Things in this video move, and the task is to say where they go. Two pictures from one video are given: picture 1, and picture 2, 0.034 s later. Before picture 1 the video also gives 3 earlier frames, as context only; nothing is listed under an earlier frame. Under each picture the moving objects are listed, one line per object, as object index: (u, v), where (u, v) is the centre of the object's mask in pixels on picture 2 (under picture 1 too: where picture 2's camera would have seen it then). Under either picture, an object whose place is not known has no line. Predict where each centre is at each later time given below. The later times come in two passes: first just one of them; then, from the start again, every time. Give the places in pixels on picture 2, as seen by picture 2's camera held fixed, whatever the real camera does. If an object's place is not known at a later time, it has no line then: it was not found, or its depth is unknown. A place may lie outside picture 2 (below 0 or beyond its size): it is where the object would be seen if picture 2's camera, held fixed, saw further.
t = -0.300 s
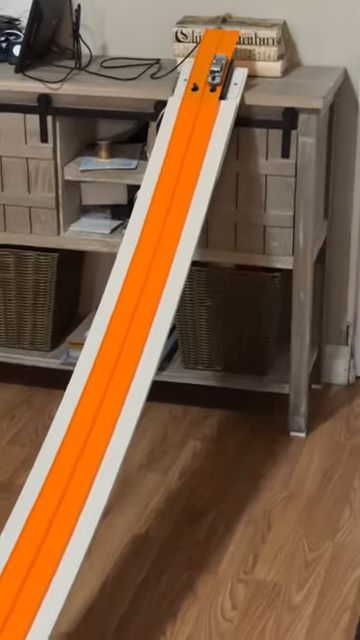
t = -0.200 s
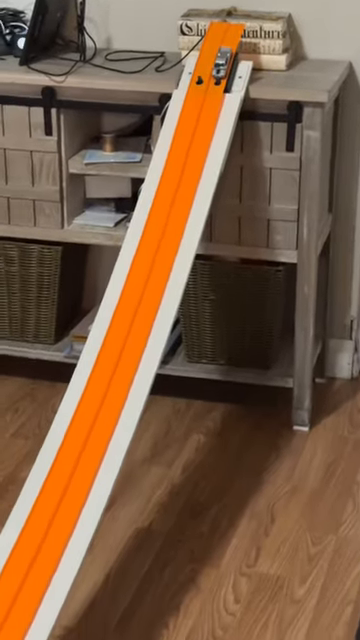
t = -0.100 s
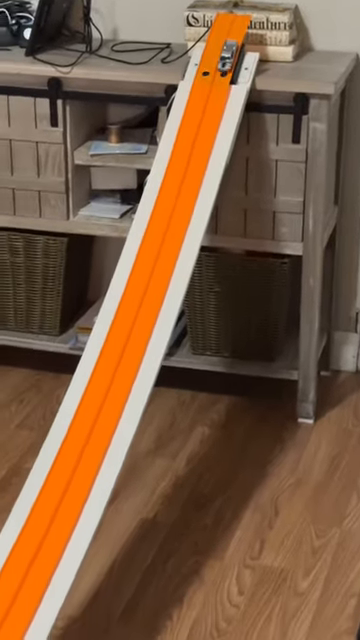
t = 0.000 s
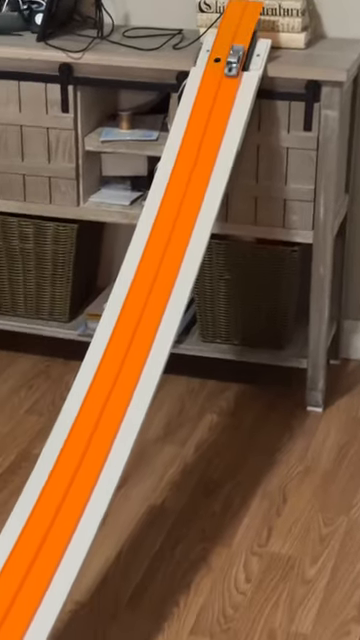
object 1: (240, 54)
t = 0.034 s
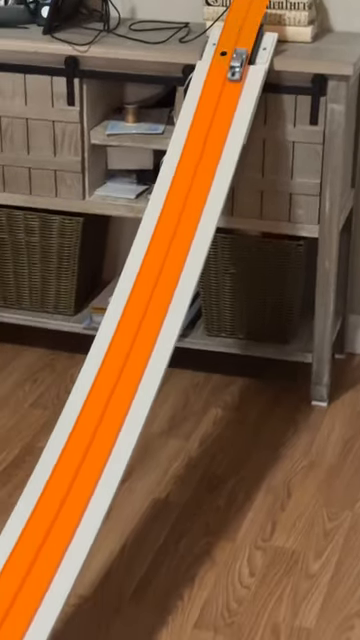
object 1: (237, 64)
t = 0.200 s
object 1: (209, 156)
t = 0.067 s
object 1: (233, 78)
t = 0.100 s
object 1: (228, 94)
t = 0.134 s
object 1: (223, 112)
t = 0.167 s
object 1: (216, 133)
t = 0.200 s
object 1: (209, 156)
